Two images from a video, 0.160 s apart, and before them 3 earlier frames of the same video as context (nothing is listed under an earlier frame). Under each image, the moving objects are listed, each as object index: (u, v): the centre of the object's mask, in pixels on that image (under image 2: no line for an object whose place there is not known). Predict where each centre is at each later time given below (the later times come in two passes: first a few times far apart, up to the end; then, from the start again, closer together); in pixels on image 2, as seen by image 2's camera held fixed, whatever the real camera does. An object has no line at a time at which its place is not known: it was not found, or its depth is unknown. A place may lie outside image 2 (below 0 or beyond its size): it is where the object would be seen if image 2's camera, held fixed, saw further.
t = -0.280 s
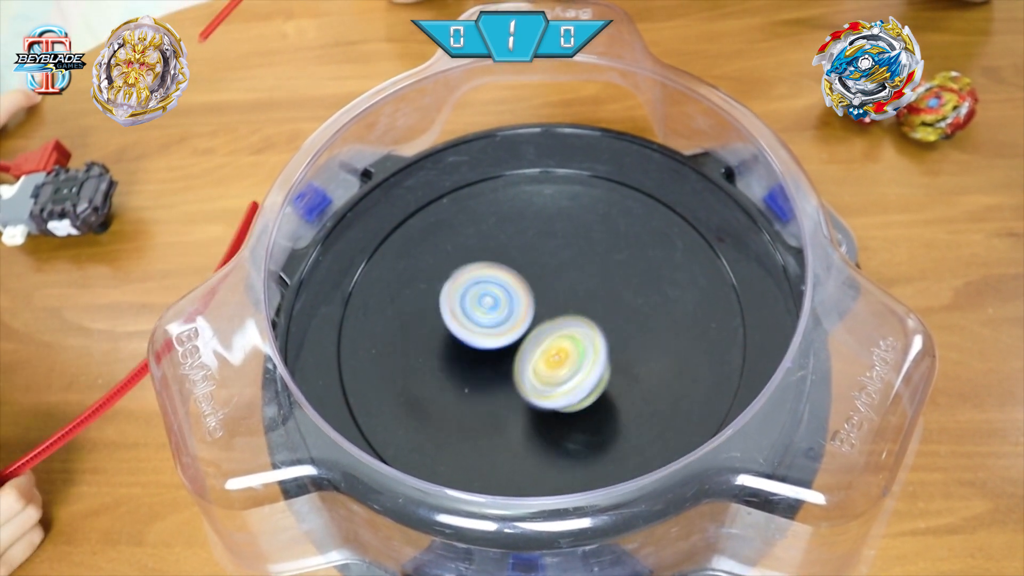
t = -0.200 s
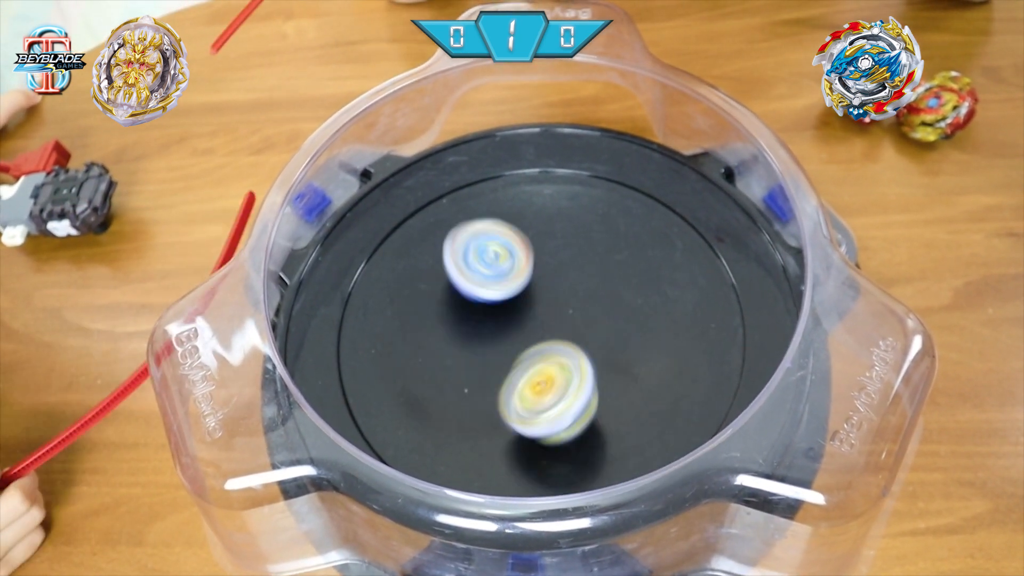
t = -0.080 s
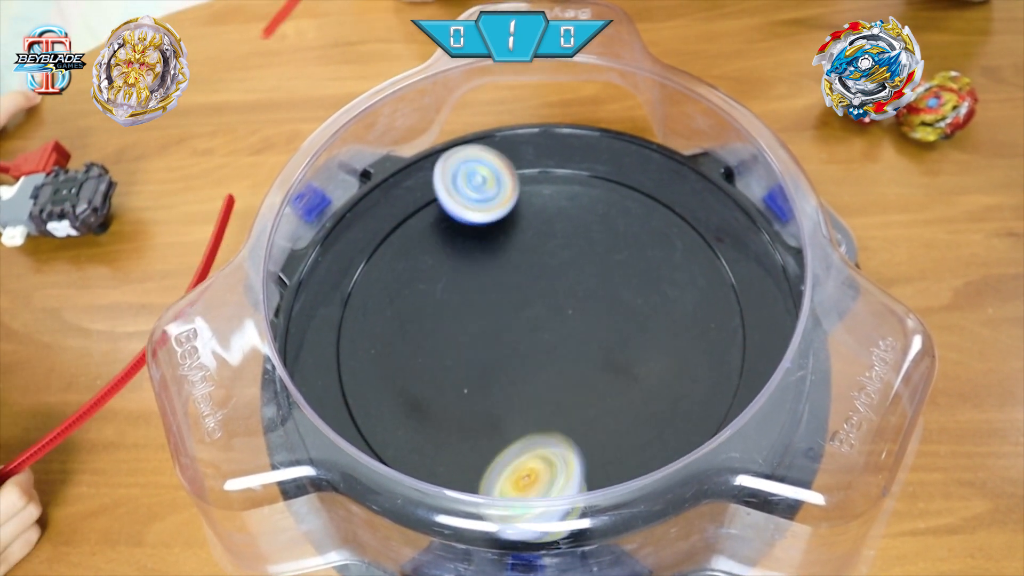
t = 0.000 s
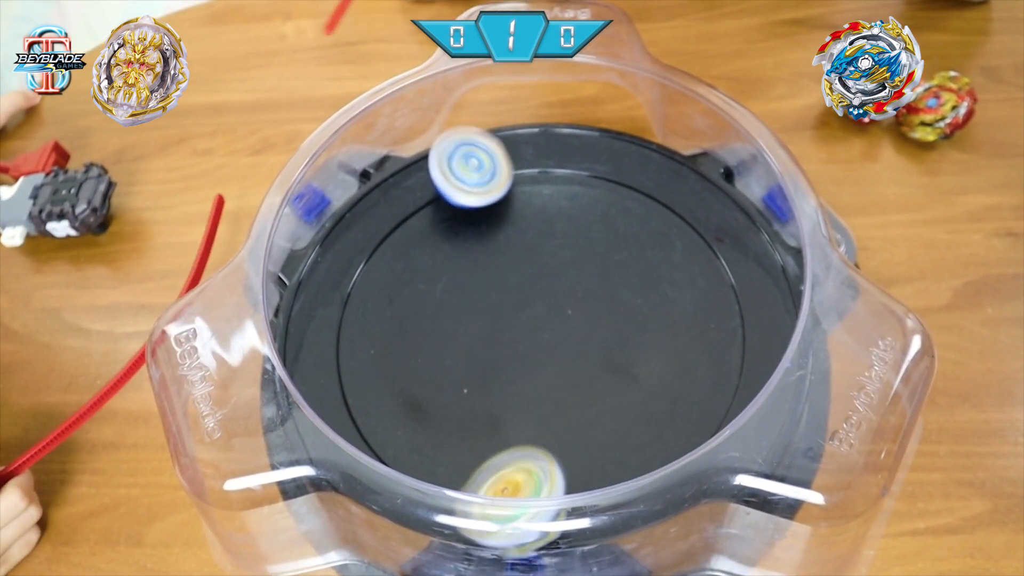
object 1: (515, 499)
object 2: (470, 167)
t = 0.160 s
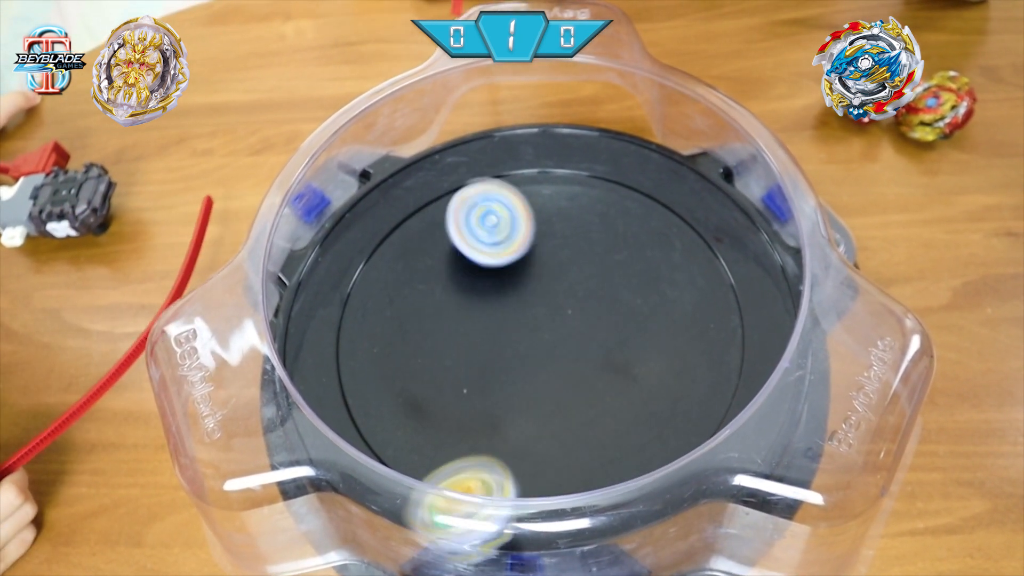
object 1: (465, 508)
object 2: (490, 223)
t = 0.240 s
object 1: (437, 496)
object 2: (512, 261)
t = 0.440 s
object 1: (381, 425)
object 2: (586, 328)
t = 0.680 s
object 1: (368, 313)
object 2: (653, 316)
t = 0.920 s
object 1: (490, 222)
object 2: (638, 301)
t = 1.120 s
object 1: (596, 244)
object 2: (594, 325)
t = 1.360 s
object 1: (583, 290)
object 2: (535, 395)
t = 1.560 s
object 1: (488, 249)
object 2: (463, 440)
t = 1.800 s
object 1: (393, 214)
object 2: (397, 427)
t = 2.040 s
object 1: (469, 262)
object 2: (361, 368)
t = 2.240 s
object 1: (618, 268)
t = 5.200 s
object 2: (647, 273)
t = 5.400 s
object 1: (398, 358)
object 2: (649, 330)
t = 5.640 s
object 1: (444, 299)
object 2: (599, 380)
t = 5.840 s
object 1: (529, 216)
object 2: (522, 390)
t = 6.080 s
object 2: (450, 352)
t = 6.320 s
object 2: (433, 291)
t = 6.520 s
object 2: (462, 246)
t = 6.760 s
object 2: (531, 228)
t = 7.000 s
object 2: (600, 254)
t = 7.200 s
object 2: (631, 303)
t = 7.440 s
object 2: (620, 361)
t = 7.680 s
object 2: (546, 387)
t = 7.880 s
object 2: (483, 365)
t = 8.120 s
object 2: (451, 307)
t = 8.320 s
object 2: (467, 261)
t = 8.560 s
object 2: (527, 235)
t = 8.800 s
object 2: (590, 257)
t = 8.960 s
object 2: (615, 292)
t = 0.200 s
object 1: (452, 503)
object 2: (501, 243)
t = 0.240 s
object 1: (437, 496)
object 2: (512, 261)
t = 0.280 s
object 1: (424, 484)
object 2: (525, 278)
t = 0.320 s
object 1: (410, 475)
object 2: (540, 296)
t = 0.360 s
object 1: (399, 463)
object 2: (555, 308)
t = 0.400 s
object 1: (388, 447)
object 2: (570, 320)
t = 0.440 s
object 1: (381, 425)
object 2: (586, 328)
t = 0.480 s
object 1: (368, 410)
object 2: (600, 332)
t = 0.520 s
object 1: (357, 393)
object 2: (615, 334)
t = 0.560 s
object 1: (351, 372)
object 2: (629, 330)
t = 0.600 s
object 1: (350, 351)
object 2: (640, 327)
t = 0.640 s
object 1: (358, 333)
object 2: (649, 321)
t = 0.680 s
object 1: (368, 313)
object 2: (653, 316)
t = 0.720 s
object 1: (381, 290)
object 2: (657, 311)
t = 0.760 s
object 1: (398, 275)
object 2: (656, 306)
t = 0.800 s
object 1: (419, 258)
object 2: (655, 305)
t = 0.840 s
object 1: (443, 244)
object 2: (651, 300)
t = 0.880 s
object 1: (465, 232)
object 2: (644, 301)
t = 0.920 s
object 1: (490, 222)
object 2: (638, 301)
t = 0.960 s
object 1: (517, 220)
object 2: (629, 304)
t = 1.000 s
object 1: (540, 220)
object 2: (621, 307)
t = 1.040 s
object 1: (561, 223)
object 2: (611, 311)
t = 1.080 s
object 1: (581, 233)
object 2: (602, 319)
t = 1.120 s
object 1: (596, 244)
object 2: (594, 325)
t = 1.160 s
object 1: (607, 256)
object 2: (586, 336)
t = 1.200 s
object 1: (613, 266)
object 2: (577, 347)
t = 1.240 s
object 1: (612, 279)
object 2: (571, 357)
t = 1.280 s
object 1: (603, 289)
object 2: (563, 366)
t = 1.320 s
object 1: (592, 295)
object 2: (554, 376)
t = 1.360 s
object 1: (583, 290)
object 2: (535, 395)
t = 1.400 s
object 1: (568, 283)
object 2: (518, 409)
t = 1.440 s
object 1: (550, 276)
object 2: (504, 420)
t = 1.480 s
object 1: (531, 267)
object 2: (490, 429)
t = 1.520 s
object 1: (510, 258)
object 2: (477, 435)
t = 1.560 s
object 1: (488, 249)
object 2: (463, 440)
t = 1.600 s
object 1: (466, 239)
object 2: (451, 442)
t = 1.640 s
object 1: (446, 230)
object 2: (439, 442)
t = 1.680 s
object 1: (427, 223)
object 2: (428, 440)
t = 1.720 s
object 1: (411, 217)
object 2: (417, 436)
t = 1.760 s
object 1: (398, 213)
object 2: (406, 432)
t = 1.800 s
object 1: (393, 214)
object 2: (397, 427)
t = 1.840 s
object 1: (396, 221)
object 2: (389, 421)
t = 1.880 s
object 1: (403, 229)
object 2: (382, 414)
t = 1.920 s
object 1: (413, 238)
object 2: (374, 404)
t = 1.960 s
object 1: (428, 246)
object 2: (367, 392)
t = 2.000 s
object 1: (447, 254)
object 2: (363, 380)
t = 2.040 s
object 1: (469, 262)
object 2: (361, 368)
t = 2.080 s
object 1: (495, 267)
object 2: (361, 355)
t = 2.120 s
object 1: (523, 272)
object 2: (364, 341)
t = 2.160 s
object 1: (555, 274)
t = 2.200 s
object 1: (588, 273)
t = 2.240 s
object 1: (618, 268)
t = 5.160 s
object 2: (642, 261)
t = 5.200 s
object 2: (647, 273)
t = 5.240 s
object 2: (650, 285)
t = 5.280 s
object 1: (420, 362)
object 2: (653, 295)
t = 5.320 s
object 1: (409, 363)
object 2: (653, 307)
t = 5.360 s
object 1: (401, 362)
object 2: (651, 319)
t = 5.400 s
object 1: (398, 358)
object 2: (649, 330)
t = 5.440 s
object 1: (397, 352)
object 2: (644, 341)
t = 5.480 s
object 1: (401, 345)
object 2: (637, 351)
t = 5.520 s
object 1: (408, 337)
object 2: (631, 359)
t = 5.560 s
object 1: (417, 327)
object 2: (622, 367)
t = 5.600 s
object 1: (430, 314)
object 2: (610, 374)
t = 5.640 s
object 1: (444, 299)
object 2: (599, 380)
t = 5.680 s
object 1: (460, 283)
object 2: (586, 385)
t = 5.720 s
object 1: (477, 265)
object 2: (569, 389)
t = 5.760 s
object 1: (494, 249)
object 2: (554, 391)
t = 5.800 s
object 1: (512, 232)
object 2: (538, 391)
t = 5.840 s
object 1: (529, 216)
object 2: (522, 390)
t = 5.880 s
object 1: (545, 202)
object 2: (506, 385)
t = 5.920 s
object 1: (561, 191)
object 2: (494, 380)
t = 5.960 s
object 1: (577, 183)
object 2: (481, 375)
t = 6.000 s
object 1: (591, 179)
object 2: (469, 369)
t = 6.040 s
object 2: (458, 361)
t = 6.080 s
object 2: (450, 352)
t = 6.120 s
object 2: (443, 343)
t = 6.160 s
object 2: (436, 333)
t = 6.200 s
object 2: (431, 322)
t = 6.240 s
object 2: (430, 311)
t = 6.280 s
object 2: (431, 300)
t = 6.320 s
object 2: (433, 291)
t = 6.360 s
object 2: (435, 281)
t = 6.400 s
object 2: (439, 271)
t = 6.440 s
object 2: (445, 261)
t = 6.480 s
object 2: (453, 253)
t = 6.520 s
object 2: (462, 246)
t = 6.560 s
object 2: (471, 239)
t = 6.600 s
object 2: (482, 234)
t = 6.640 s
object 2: (494, 230)
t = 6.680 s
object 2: (506, 228)
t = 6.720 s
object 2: (518, 227)
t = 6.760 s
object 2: (531, 228)
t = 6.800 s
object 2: (543, 229)
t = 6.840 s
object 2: (556, 232)
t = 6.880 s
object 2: (569, 236)
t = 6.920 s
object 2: (580, 241)
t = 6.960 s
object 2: (590, 247)
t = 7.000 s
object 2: (600, 254)
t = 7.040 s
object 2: (609, 262)
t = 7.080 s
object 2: (617, 270)
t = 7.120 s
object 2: (623, 280)
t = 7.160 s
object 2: (628, 292)
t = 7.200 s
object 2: (631, 303)
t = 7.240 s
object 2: (633, 315)
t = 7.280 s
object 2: (633, 325)
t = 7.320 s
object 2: (631, 336)
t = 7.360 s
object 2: (629, 345)
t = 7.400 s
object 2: (626, 353)
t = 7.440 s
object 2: (620, 361)
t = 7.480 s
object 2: (611, 369)
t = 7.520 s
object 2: (600, 376)
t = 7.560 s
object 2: (588, 381)
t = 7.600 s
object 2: (574, 385)
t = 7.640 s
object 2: (560, 387)
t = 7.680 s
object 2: (546, 387)
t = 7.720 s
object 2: (532, 385)
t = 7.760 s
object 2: (518, 381)
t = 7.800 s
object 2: (506, 376)
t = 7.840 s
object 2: (494, 371)
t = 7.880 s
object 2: (483, 365)
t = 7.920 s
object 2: (473, 357)
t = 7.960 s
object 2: (464, 348)
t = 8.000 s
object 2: (458, 339)
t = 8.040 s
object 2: (453, 329)
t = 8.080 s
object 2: (451, 318)
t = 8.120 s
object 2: (451, 307)
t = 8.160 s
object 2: (452, 297)
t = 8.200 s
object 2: (454, 288)
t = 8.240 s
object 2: (457, 278)
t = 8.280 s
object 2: (461, 269)
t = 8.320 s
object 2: (467, 261)
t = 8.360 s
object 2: (475, 254)
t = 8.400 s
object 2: (483, 247)
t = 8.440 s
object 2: (493, 242)
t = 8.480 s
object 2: (504, 238)
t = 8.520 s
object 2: (515, 236)
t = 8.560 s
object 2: (527, 235)
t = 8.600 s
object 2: (538, 236)
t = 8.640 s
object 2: (550, 238)
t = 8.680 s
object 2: (561, 242)
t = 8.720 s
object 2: (571, 246)
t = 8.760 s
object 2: (581, 251)
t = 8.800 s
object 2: (590, 257)
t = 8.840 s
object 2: (598, 264)
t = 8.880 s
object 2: (605, 273)
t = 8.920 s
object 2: (611, 283)
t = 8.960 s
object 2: (615, 292)
